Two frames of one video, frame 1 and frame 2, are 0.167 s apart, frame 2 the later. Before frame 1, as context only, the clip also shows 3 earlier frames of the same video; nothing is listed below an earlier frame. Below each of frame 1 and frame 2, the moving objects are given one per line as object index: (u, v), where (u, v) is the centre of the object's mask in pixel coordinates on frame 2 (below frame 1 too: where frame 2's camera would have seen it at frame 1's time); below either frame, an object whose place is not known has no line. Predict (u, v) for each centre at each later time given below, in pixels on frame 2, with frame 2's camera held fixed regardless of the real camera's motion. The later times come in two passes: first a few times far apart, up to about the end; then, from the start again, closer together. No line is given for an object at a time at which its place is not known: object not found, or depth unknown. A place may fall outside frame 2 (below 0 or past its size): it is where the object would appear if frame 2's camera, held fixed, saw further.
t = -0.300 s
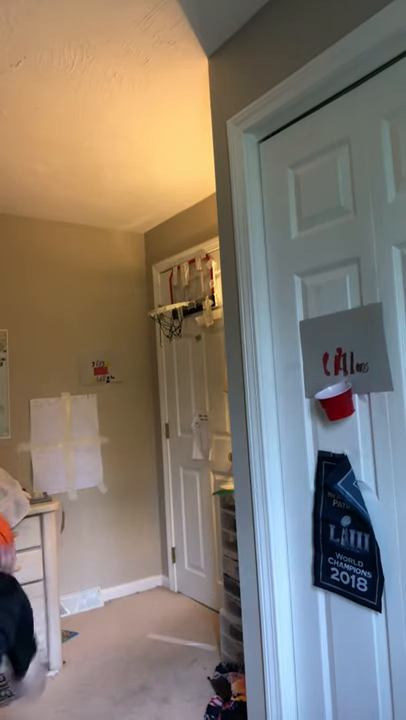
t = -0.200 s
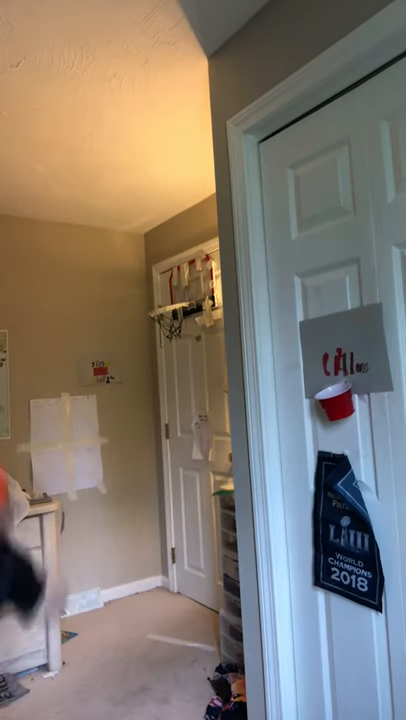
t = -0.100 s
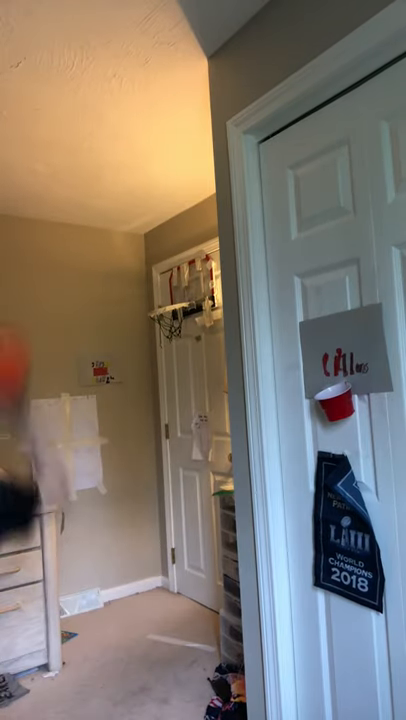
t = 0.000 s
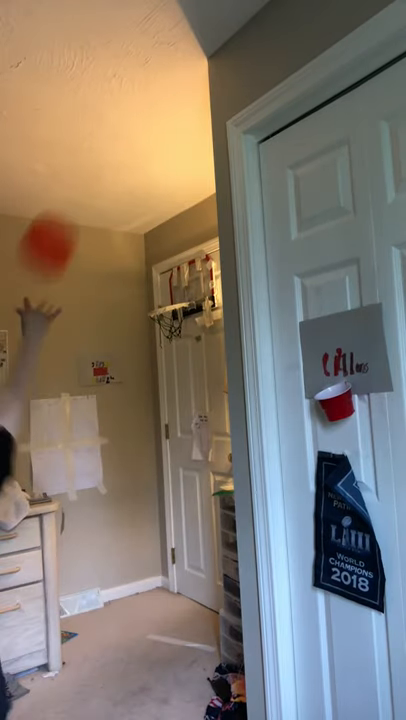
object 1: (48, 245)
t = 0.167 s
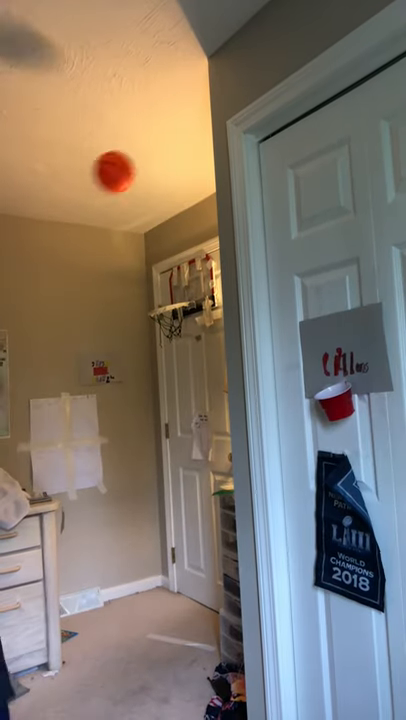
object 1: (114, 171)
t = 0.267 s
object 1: (141, 173)
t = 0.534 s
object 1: (197, 268)
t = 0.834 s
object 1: (143, 429)
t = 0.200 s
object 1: (124, 170)
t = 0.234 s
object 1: (133, 170)
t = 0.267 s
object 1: (141, 173)
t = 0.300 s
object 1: (149, 179)
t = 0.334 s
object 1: (157, 187)
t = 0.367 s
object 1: (165, 197)
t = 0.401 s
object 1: (172, 209)
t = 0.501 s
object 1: (190, 251)
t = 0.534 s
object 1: (197, 268)
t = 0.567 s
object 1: (201, 285)
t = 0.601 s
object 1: (207, 303)
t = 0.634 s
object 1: (210, 319)
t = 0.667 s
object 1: (199, 331)
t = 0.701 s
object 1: (188, 348)
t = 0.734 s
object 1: (176, 365)
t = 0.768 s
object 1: (166, 382)
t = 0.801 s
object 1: (155, 404)
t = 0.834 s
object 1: (143, 429)
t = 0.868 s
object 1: (133, 455)
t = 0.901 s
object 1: (123, 483)
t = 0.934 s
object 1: (112, 512)
